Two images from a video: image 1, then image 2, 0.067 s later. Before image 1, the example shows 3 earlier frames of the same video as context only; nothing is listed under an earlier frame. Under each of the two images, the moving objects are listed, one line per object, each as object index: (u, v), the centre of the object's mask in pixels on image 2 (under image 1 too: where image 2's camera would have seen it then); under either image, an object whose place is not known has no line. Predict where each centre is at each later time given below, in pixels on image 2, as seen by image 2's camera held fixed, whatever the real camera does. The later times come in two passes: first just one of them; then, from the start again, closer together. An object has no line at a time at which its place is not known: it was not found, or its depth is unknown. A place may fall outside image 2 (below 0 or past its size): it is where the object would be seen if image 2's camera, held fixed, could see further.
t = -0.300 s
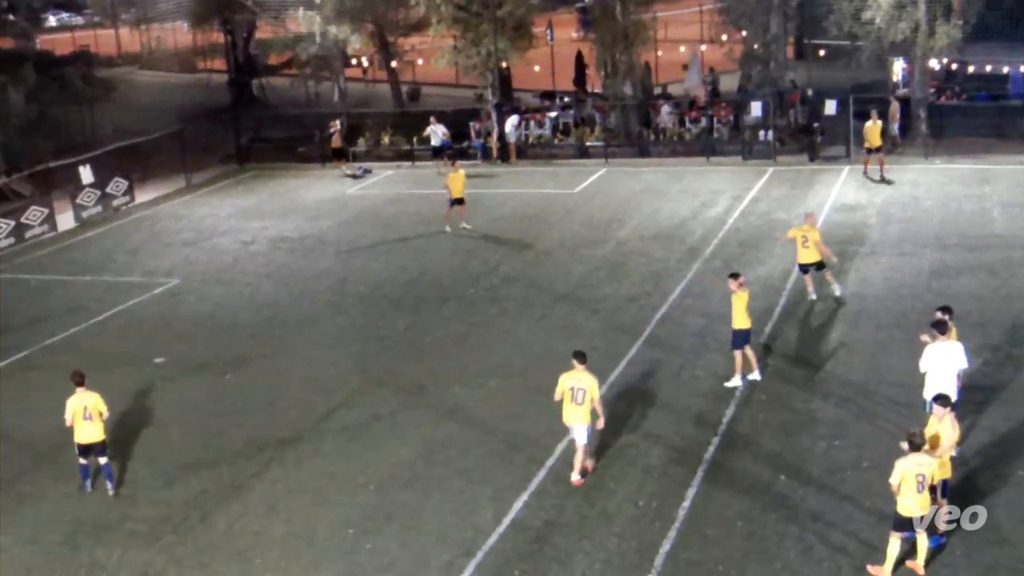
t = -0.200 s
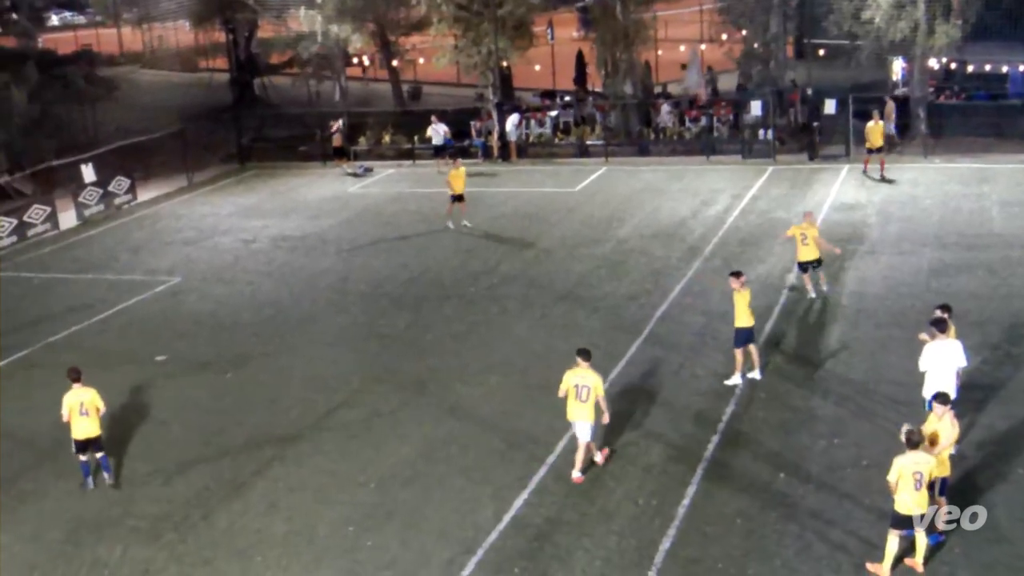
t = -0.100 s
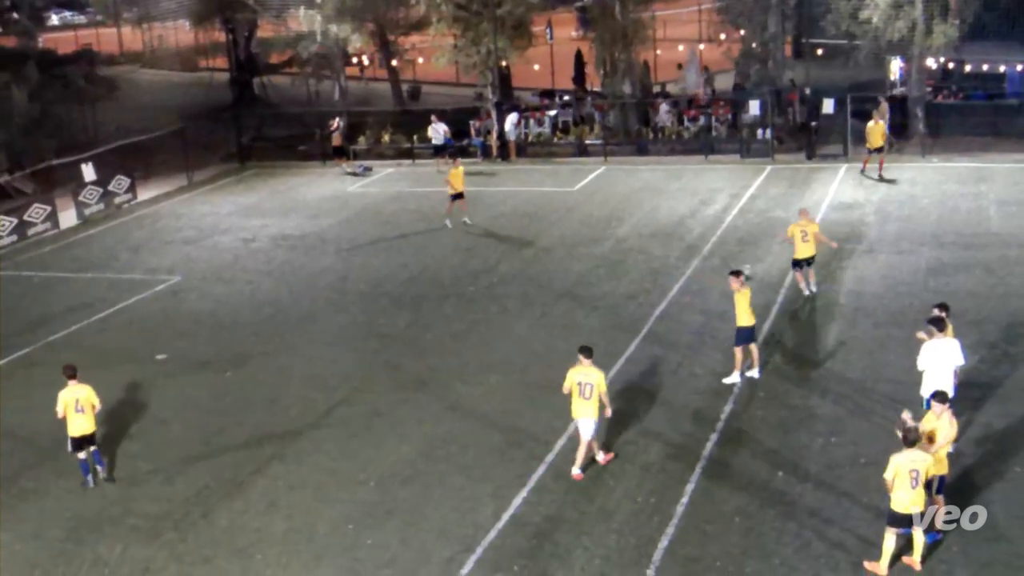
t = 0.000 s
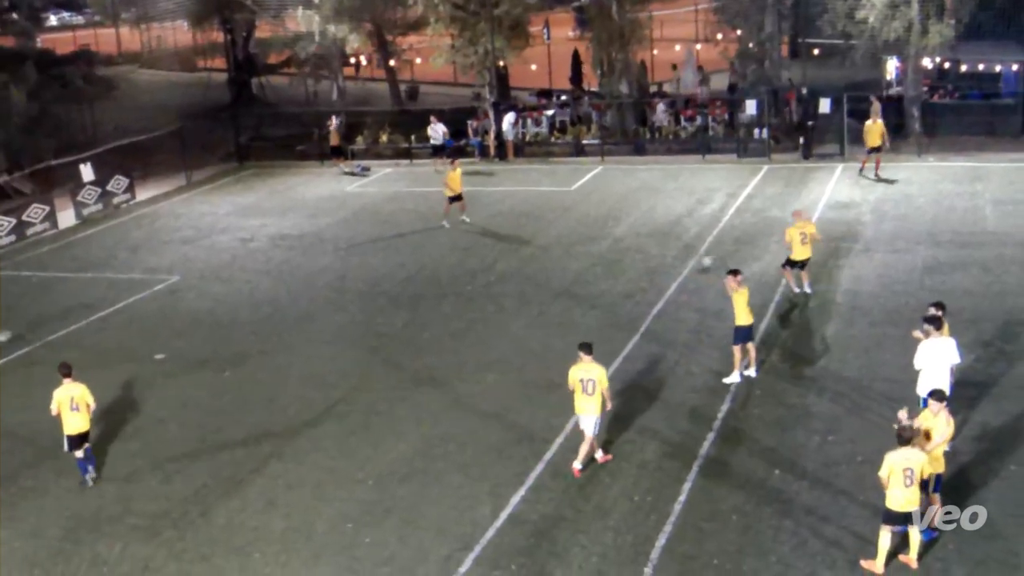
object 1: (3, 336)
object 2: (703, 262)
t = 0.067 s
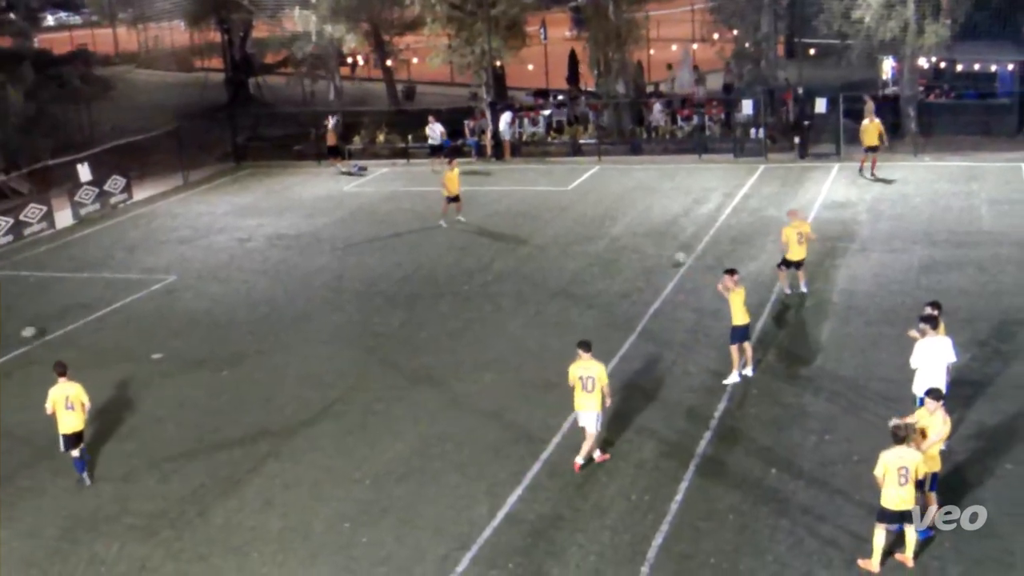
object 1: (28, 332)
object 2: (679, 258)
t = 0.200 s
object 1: (84, 331)
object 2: (639, 251)
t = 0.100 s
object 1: (42, 331)
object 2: (667, 256)
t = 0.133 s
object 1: (56, 329)
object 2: (658, 253)
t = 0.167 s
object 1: (69, 330)
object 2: (648, 251)
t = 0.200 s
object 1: (84, 331)
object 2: (639, 251)
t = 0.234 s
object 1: (98, 332)
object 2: (629, 250)
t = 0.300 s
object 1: (127, 338)
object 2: (612, 245)
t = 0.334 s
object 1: (141, 341)
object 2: (603, 244)
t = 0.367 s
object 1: (156, 344)
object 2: (595, 243)
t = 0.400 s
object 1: (173, 350)
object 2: (587, 242)
